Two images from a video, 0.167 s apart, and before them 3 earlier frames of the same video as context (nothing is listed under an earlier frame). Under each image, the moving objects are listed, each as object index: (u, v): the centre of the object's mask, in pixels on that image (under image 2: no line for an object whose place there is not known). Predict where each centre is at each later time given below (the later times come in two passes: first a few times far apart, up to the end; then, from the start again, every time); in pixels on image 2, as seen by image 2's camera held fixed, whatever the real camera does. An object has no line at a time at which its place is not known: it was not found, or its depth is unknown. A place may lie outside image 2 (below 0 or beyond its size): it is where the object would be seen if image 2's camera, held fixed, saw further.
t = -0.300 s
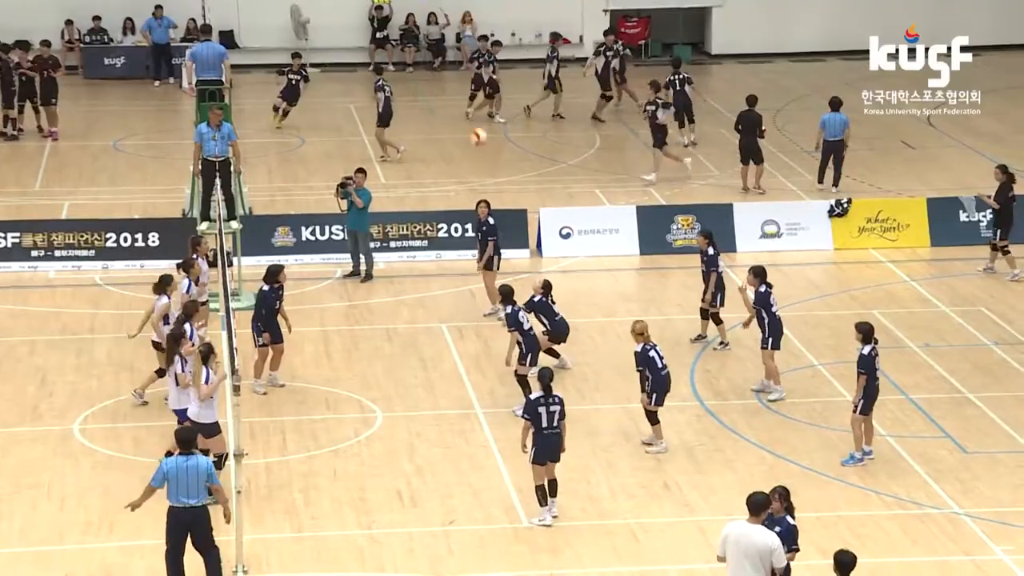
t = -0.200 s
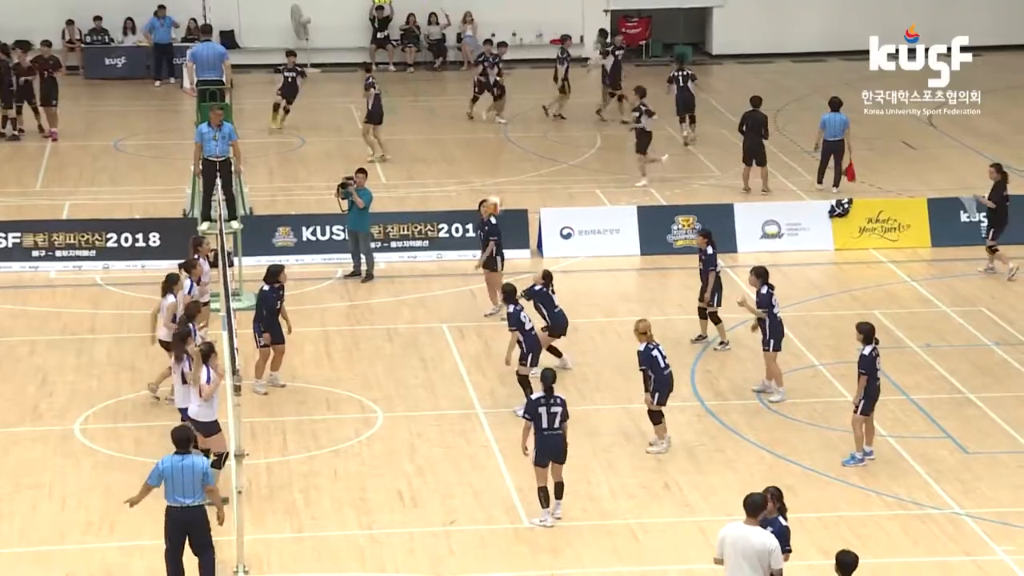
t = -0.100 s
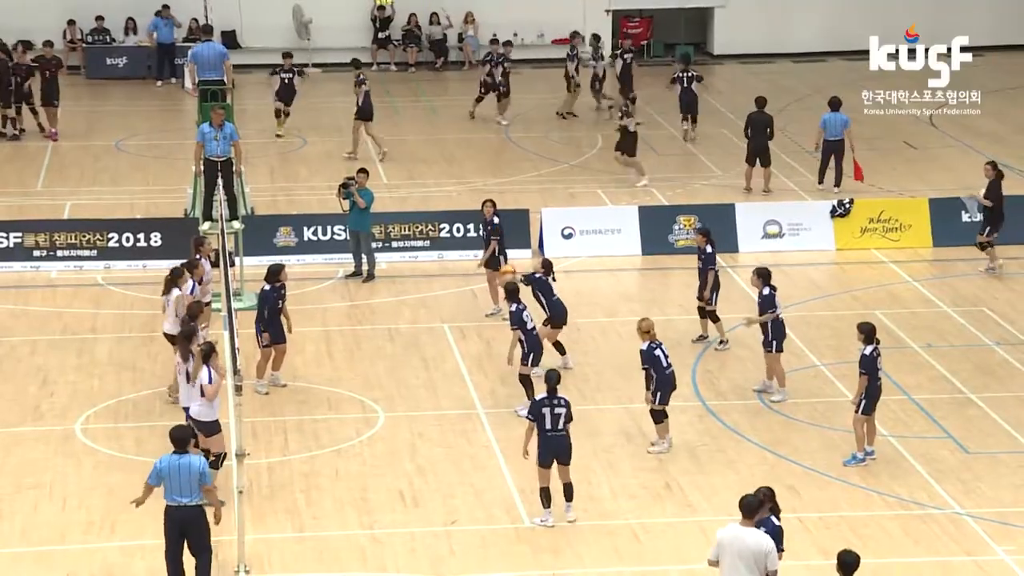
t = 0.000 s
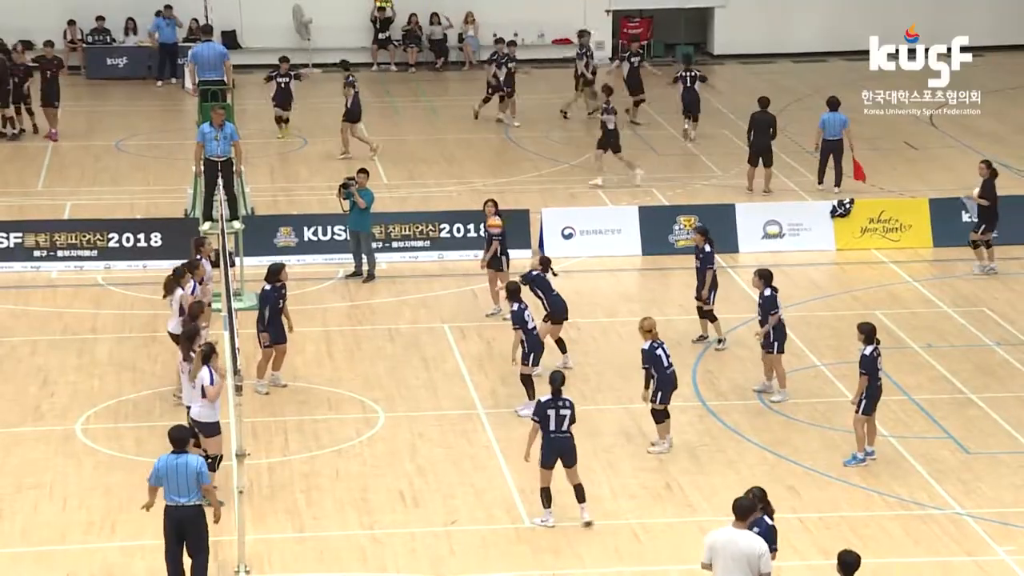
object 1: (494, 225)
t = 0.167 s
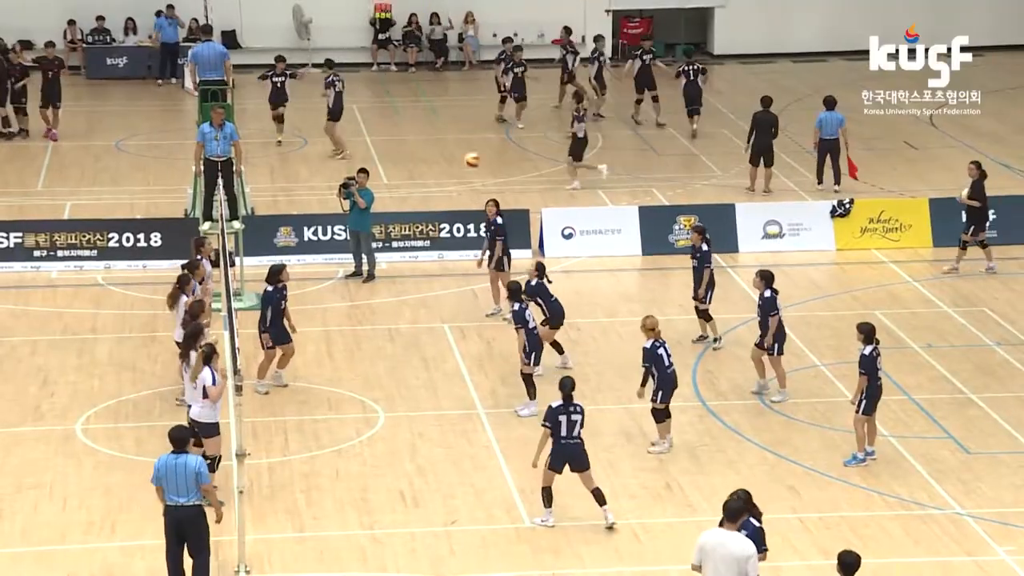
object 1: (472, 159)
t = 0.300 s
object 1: (454, 125)
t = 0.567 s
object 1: (418, 95)
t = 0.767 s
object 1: (394, 110)
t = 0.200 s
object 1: (468, 150)
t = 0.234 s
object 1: (463, 141)
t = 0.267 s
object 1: (459, 132)
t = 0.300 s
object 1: (454, 125)
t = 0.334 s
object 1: (450, 118)
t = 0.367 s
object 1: (446, 113)
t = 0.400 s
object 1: (441, 108)
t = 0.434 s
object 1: (436, 103)
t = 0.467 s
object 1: (433, 101)
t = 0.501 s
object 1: (428, 98)
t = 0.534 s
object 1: (423, 97)
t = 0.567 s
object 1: (418, 95)
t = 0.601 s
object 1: (414, 96)
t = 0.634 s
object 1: (410, 96)
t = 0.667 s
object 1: (406, 98)
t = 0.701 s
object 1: (401, 101)
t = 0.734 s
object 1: (397, 104)
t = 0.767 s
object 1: (394, 110)
